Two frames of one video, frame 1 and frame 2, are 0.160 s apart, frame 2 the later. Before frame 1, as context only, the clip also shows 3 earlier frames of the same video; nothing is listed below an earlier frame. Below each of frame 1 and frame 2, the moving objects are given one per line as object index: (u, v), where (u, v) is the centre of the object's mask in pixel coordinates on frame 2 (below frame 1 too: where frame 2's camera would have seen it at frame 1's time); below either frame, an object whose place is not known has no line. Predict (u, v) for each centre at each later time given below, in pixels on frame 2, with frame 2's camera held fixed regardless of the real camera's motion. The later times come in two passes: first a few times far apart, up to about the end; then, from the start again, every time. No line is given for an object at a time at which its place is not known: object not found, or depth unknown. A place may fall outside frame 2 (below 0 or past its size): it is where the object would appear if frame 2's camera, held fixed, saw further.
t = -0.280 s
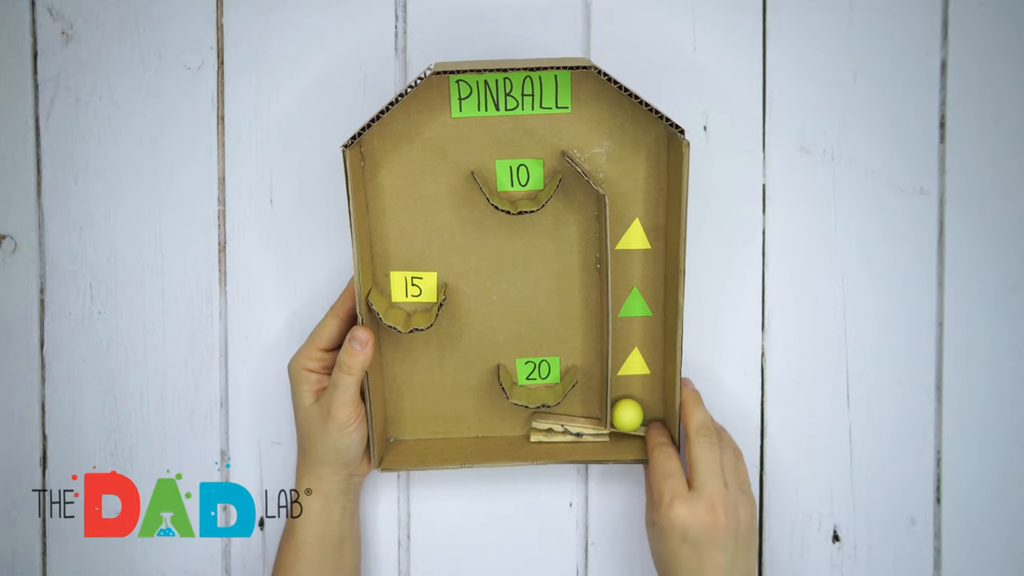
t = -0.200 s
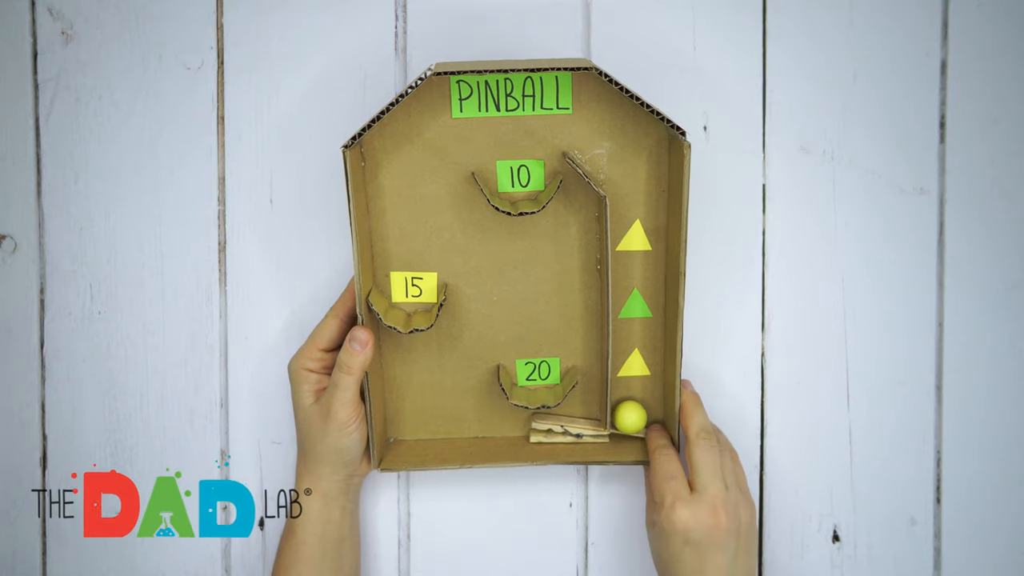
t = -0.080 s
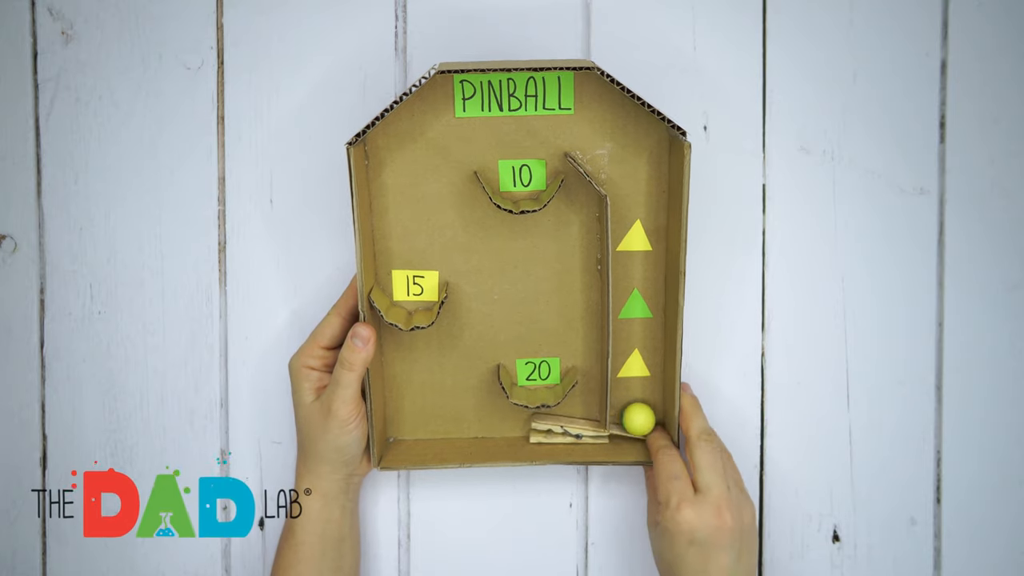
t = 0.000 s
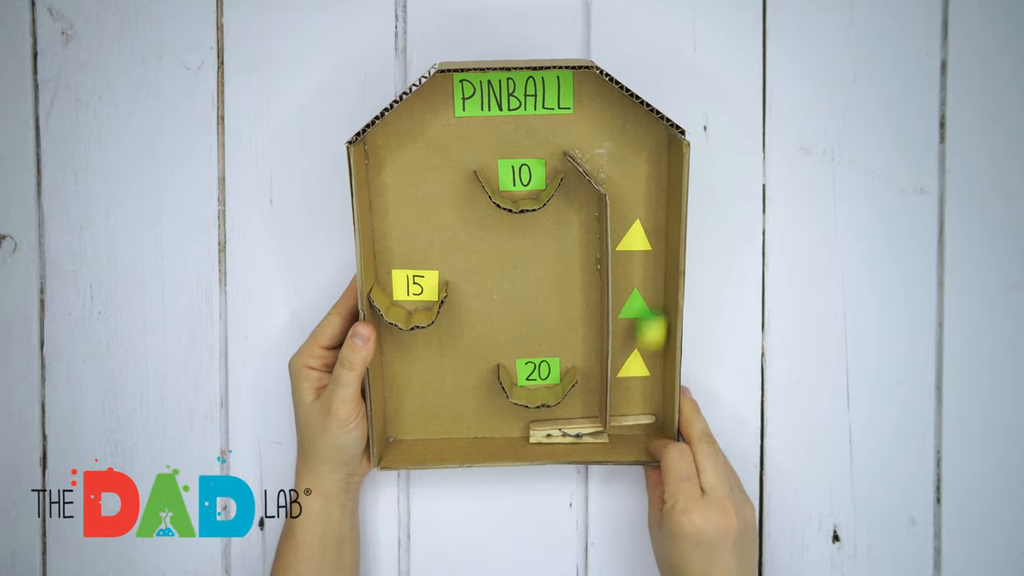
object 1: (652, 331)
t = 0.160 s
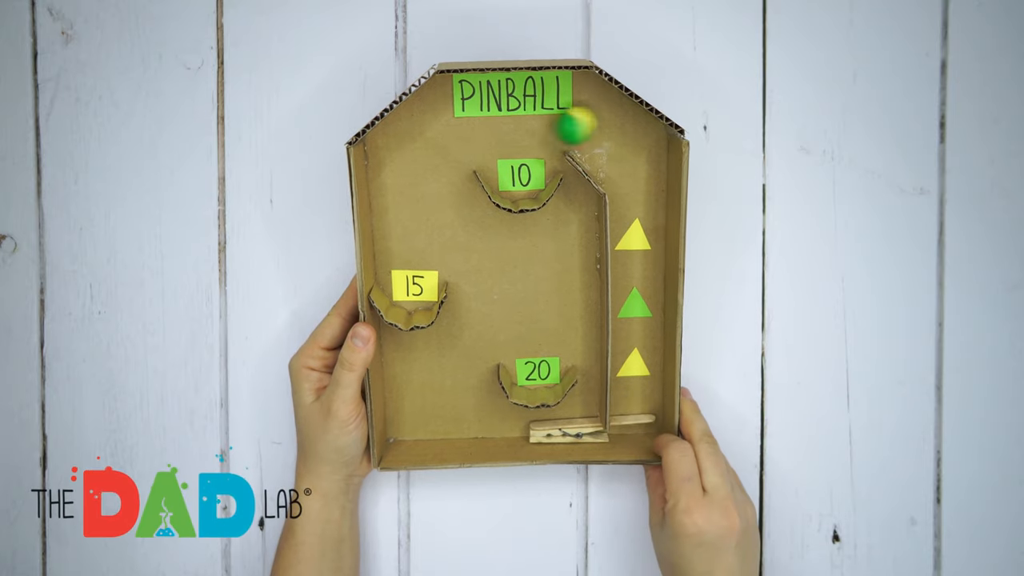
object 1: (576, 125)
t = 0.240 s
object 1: (477, 131)
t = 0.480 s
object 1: (433, 263)
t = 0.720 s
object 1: (397, 277)
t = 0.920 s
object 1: (420, 288)
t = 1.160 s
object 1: (407, 300)
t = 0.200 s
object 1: (524, 126)
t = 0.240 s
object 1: (477, 131)
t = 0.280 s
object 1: (428, 138)
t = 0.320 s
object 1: (380, 155)
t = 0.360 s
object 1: (394, 178)
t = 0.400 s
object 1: (411, 204)
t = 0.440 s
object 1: (422, 232)
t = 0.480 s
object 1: (433, 263)
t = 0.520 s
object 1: (428, 264)
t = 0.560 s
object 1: (414, 257)
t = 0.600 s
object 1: (402, 256)
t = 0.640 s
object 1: (390, 259)
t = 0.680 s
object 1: (391, 266)
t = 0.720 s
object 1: (397, 277)
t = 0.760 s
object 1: (402, 292)
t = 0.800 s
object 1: (413, 299)
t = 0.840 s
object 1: (421, 295)
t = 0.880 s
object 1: (421, 289)
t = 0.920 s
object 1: (420, 288)
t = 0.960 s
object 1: (418, 291)
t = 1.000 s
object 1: (415, 299)
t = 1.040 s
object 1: (410, 298)
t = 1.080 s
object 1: (405, 299)
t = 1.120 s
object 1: (405, 298)
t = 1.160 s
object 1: (407, 300)
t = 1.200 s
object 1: (410, 300)
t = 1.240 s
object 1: (411, 300)
